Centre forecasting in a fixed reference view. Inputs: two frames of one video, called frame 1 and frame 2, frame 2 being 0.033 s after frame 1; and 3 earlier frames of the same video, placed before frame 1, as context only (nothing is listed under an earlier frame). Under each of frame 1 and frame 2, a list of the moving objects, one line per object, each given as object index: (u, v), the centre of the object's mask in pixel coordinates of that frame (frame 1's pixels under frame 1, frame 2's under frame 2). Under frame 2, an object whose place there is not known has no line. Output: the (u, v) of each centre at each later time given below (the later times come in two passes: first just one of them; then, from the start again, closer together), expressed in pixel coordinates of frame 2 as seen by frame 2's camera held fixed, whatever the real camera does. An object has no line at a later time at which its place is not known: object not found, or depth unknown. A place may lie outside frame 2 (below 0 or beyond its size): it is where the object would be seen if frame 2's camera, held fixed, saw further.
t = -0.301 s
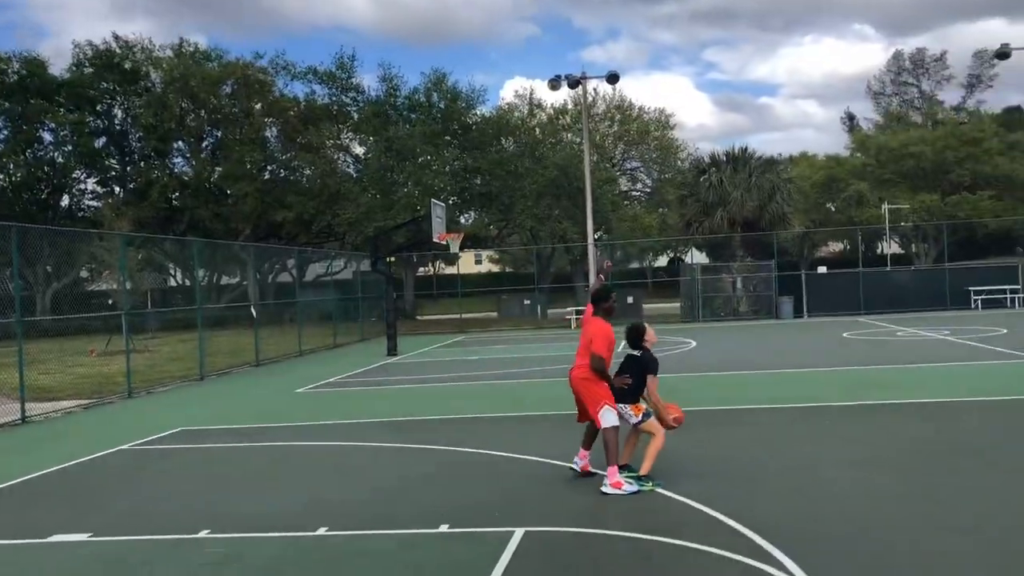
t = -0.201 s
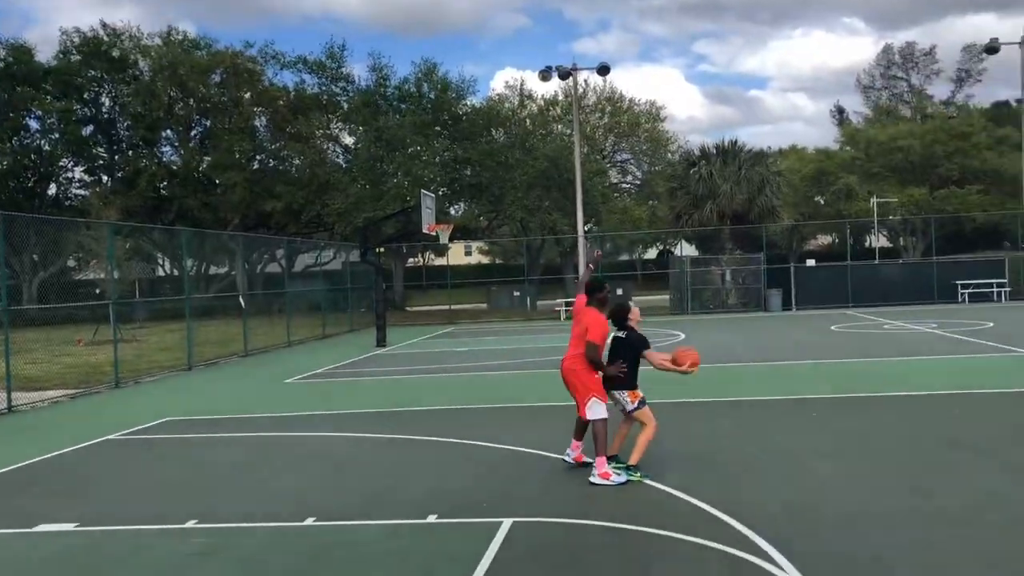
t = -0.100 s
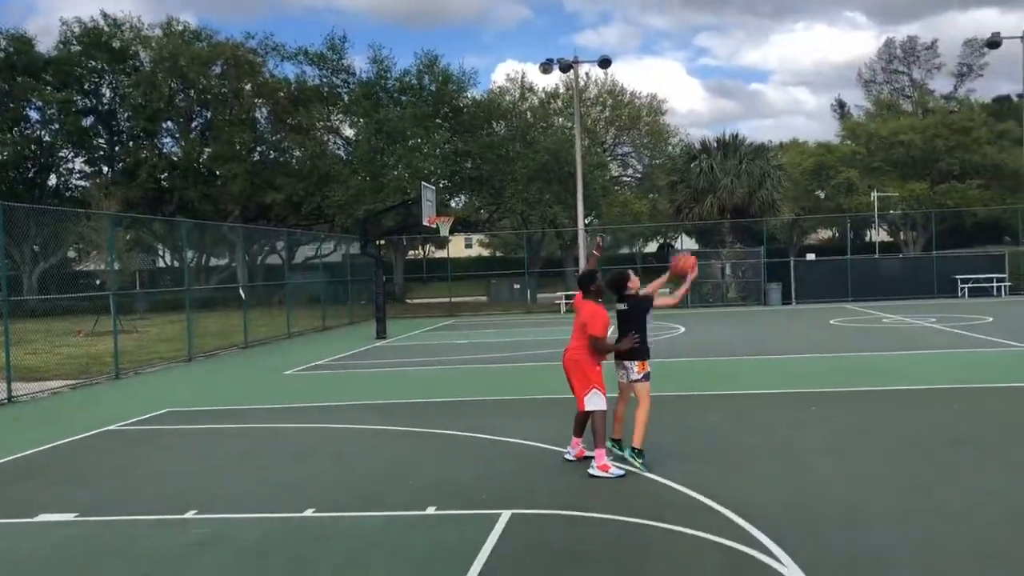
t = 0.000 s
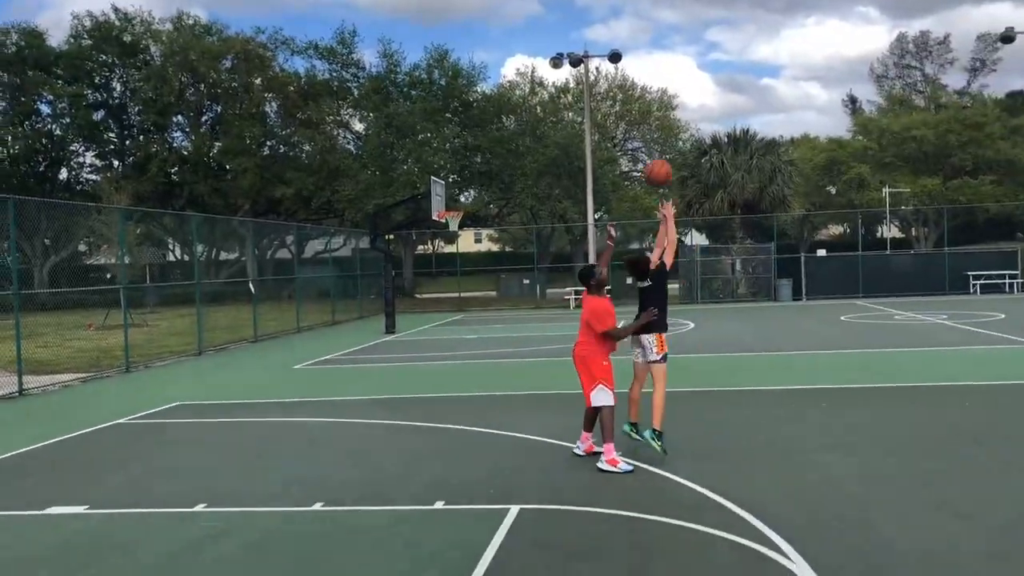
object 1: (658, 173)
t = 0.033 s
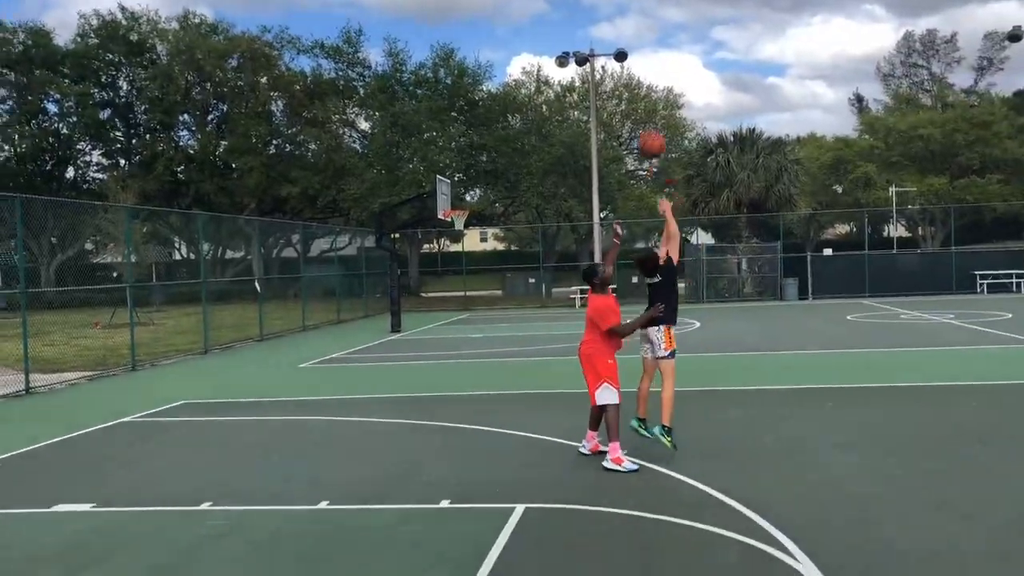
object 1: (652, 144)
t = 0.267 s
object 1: (561, -6)
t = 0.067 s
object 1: (638, 118)
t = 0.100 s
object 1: (626, 93)
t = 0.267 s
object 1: (561, -6)
